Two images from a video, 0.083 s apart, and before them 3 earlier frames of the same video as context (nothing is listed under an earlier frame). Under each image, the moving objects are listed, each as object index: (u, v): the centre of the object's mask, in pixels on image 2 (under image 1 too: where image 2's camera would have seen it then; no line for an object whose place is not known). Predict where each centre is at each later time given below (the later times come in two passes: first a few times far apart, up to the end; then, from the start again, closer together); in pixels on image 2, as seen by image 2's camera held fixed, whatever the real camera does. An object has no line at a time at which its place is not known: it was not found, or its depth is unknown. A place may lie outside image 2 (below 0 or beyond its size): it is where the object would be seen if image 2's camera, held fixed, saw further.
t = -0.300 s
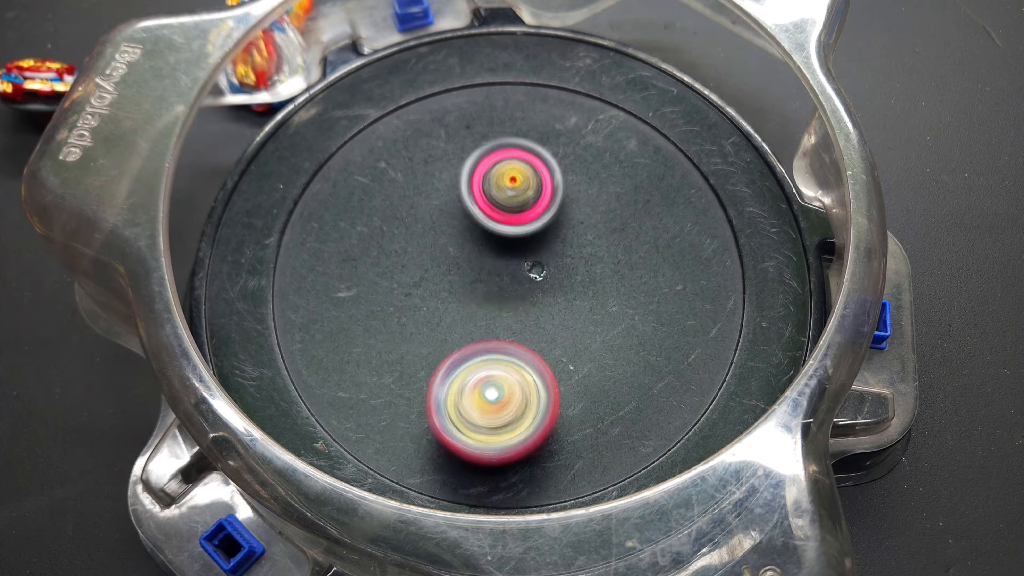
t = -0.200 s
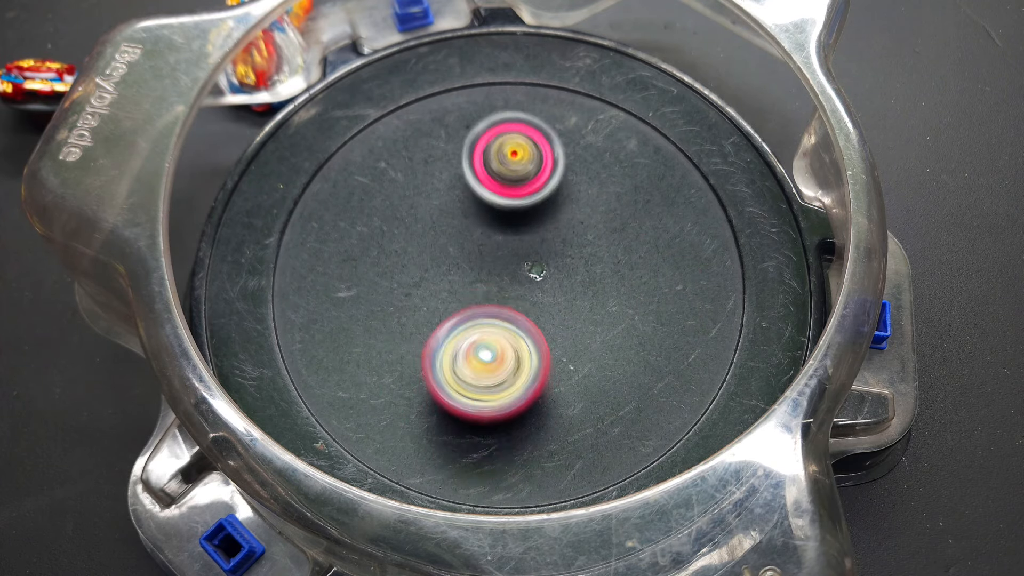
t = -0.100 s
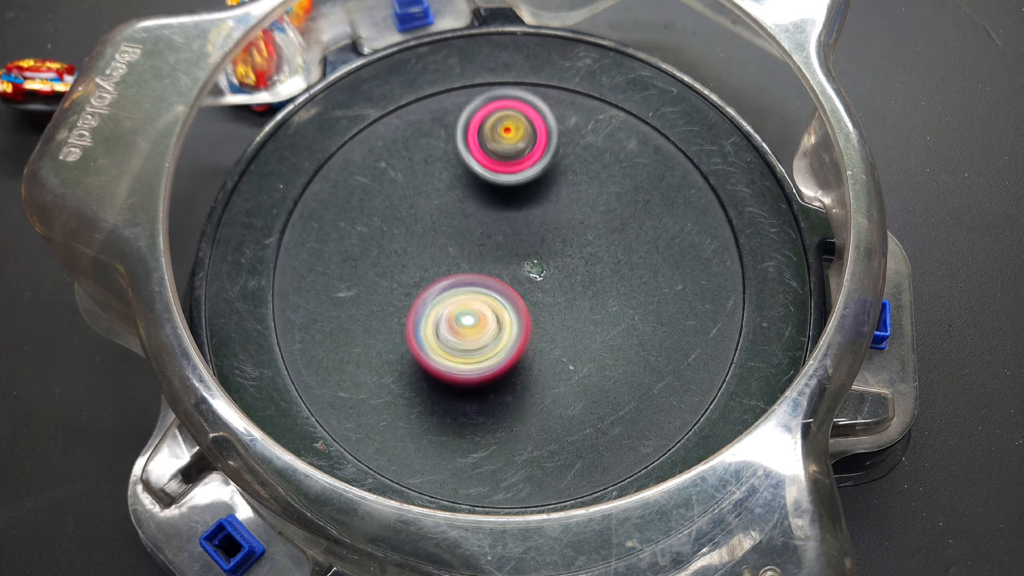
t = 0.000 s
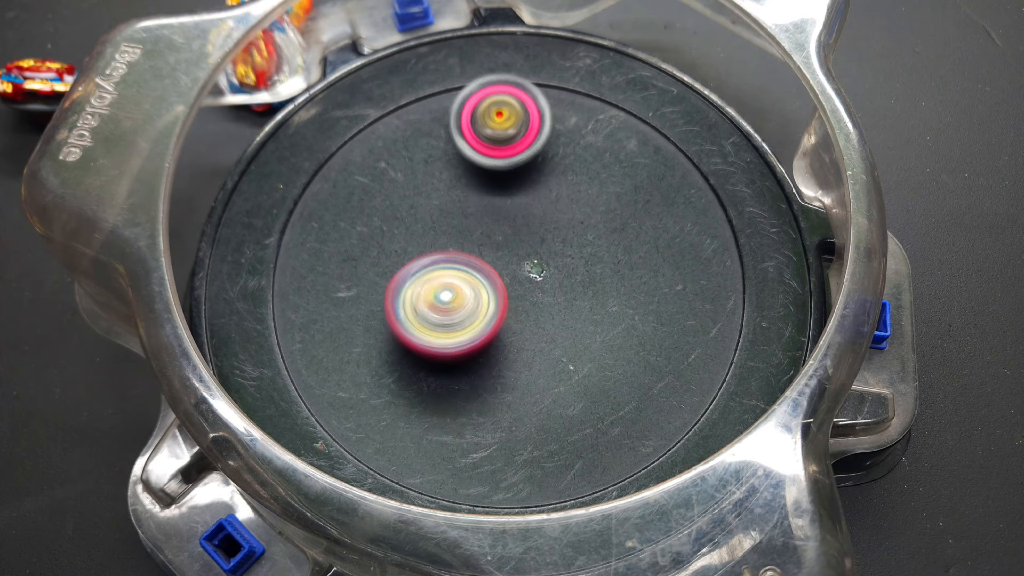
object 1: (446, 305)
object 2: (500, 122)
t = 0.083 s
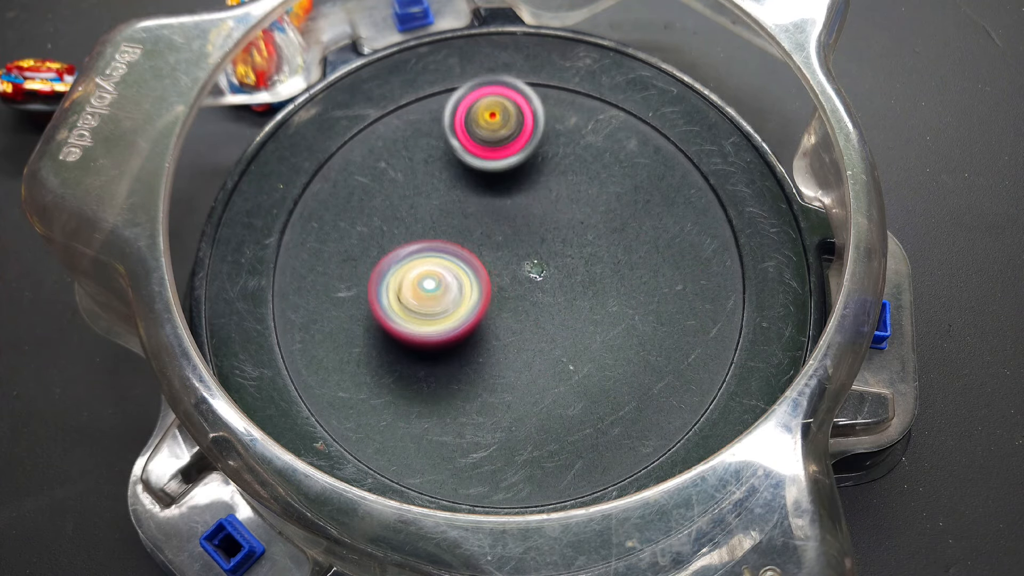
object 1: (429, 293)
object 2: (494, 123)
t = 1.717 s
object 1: (448, 232)
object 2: (453, 350)
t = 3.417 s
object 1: (569, 218)
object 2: (567, 373)
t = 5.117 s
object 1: (648, 260)
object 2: (466, 231)
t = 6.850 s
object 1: (425, 257)
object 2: (511, 350)
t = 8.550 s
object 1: (693, 284)
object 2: (567, 259)
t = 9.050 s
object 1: (651, 368)
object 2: (509, 331)
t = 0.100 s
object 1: (426, 291)
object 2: (492, 124)
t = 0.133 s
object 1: (419, 288)
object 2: (488, 130)
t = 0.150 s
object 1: (416, 286)
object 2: (487, 134)
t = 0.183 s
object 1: (407, 283)
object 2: (483, 144)
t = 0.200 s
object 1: (404, 281)
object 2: (481, 148)
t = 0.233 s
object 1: (396, 278)
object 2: (478, 160)
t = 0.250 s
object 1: (392, 277)
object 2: (476, 167)
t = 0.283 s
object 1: (383, 276)
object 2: (475, 182)
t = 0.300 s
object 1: (379, 275)
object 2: (476, 189)
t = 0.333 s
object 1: (370, 275)
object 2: (478, 205)
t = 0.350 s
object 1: (367, 275)
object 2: (479, 213)
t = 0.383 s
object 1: (361, 277)
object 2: (485, 230)
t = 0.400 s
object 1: (359, 278)
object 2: (488, 237)
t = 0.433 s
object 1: (355, 282)
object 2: (496, 252)
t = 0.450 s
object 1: (354, 284)
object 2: (500, 259)
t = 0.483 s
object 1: (353, 287)
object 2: (510, 271)
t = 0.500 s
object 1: (353, 289)
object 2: (515, 277)
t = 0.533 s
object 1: (356, 293)
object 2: (527, 286)
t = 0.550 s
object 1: (358, 296)
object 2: (533, 290)
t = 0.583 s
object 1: (363, 301)
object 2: (547, 297)
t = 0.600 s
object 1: (366, 302)
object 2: (554, 300)
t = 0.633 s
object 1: (374, 304)
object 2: (569, 303)
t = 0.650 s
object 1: (378, 305)
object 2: (575, 305)
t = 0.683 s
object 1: (389, 305)
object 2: (588, 306)
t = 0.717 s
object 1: (399, 304)
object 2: (602, 306)
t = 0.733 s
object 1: (404, 303)
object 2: (609, 305)
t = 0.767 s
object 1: (416, 298)
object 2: (620, 303)
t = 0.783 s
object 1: (422, 295)
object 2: (626, 303)
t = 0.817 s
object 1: (433, 287)
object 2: (639, 301)
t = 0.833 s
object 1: (439, 282)
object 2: (645, 299)
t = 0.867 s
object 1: (448, 272)
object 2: (654, 296)
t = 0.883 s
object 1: (452, 266)
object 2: (660, 295)
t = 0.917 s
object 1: (458, 254)
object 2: (670, 293)
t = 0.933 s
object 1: (460, 247)
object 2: (675, 291)
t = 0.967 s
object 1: (464, 235)
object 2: (681, 286)
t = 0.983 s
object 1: (465, 229)
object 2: (684, 285)
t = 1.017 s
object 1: (467, 220)
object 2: (687, 280)
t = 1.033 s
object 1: (467, 216)
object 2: (687, 277)
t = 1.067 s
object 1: (467, 208)
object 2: (683, 271)
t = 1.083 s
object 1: (465, 205)
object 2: (681, 269)
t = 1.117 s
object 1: (462, 198)
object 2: (674, 264)
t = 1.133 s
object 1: (460, 195)
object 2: (668, 261)
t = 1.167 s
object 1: (455, 190)
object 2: (656, 258)
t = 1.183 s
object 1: (452, 189)
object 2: (650, 256)
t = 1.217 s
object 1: (445, 186)
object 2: (636, 252)
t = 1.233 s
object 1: (442, 185)
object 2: (628, 251)
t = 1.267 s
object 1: (438, 184)
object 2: (611, 250)
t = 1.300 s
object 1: (435, 184)
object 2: (592, 250)
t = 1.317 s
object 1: (433, 184)
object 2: (582, 251)
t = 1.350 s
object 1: (431, 185)
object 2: (563, 254)
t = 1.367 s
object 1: (430, 186)
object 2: (553, 256)
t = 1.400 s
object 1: (427, 190)
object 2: (535, 260)
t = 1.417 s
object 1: (425, 193)
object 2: (526, 263)
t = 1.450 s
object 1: (423, 198)
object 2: (509, 271)
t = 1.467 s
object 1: (422, 200)
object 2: (503, 275)
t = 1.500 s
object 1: (420, 203)
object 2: (493, 286)
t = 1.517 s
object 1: (419, 204)
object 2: (487, 291)
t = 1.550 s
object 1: (420, 209)
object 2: (478, 302)
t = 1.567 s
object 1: (421, 211)
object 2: (474, 307)
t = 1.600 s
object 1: (424, 216)
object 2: (467, 316)
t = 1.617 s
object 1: (426, 219)
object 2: (463, 321)
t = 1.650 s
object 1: (431, 223)
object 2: (459, 331)
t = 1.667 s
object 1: (435, 226)
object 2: (458, 335)
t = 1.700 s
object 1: (443, 230)
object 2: (453, 345)
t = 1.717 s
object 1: (448, 232)
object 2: (453, 350)
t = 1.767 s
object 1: (465, 237)
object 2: (451, 363)
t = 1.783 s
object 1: (471, 237)
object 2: (450, 367)
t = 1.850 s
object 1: (494, 238)
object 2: (454, 383)
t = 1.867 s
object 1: (499, 238)
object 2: (454, 386)
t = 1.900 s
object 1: (509, 238)
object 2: (459, 393)
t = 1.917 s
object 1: (513, 237)
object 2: (462, 395)
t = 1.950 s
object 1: (519, 236)
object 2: (468, 398)
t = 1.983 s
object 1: (525, 233)
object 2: (476, 399)
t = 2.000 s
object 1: (527, 231)
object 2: (481, 397)
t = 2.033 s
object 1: (530, 227)
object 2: (487, 392)
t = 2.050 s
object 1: (532, 224)
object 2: (491, 389)
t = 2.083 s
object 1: (533, 219)
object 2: (498, 380)
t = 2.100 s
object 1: (533, 217)
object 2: (500, 375)
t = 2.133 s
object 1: (532, 211)
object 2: (505, 362)
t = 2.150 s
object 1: (531, 209)
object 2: (507, 356)
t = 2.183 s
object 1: (527, 204)
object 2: (508, 341)
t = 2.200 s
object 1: (524, 202)
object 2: (508, 335)
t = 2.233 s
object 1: (518, 198)
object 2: (507, 320)
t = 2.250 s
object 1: (514, 196)
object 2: (505, 313)
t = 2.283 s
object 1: (506, 194)
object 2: (500, 300)
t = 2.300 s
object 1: (503, 188)
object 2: (495, 301)
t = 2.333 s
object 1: (498, 163)
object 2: (482, 315)
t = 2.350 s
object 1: (495, 153)
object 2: (475, 319)
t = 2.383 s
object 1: (488, 138)
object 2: (466, 325)
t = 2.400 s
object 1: (484, 133)
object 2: (463, 326)
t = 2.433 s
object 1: (476, 125)
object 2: (456, 327)
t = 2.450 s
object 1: (472, 123)
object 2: (454, 328)
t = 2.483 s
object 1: (465, 120)
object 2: (450, 328)
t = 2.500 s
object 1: (461, 120)
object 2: (447, 329)
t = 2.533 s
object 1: (455, 123)
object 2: (445, 329)
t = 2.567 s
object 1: (449, 128)
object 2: (443, 328)
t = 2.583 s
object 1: (447, 132)
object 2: (443, 327)
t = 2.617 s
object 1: (444, 140)
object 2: (443, 325)
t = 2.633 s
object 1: (443, 146)
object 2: (443, 324)
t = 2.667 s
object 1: (441, 158)
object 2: (443, 321)
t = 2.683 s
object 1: (441, 166)
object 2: (444, 319)
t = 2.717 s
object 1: (441, 182)
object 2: (443, 313)
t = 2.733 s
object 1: (442, 191)
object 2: (443, 311)
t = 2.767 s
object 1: (447, 203)
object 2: (440, 312)
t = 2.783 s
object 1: (454, 194)
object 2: (435, 332)
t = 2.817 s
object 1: (466, 182)
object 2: (427, 364)
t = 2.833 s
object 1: (471, 178)
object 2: (425, 379)
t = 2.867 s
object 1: (480, 171)
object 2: (425, 402)
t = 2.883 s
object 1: (483, 169)
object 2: (427, 410)
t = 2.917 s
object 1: (488, 166)
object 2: (435, 426)
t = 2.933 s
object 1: (491, 166)
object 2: (441, 432)
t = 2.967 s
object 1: (495, 167)
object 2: (452, 444)
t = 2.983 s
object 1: (497, 168)
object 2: (459, 449)
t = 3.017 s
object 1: (500, 171)
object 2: (473, 455)
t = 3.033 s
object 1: (502, 174)
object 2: (481, 458)
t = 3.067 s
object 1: (505, 180)
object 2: (499, 460)
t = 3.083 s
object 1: (507, 183)
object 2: (507, 460)
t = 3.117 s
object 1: (511, 190)
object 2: (525, 459)
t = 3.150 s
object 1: (516, 197)
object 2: (541, 453)
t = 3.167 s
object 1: (519, 201)
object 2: (548, 450)
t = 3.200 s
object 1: (524, 209)
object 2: (558, 436)
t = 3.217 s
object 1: (527, 212)
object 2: (562, 430)
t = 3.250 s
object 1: (533, 220)
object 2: (568, 413)
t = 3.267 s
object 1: (536, 224)
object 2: (569, 405)
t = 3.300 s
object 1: (543, 231)
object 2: (573, 387)
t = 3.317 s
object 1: (546, 235)
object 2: (573, 378)
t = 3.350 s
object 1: (554, 242)
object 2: (574, 360)
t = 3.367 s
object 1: (558, 245)
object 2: (574, 352)
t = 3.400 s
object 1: (565, 233)
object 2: (571, 360)
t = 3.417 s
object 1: (569, 218)
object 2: (567, 373)
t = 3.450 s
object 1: (573, 190)
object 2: (560, 397)
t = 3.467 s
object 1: (574, 179)
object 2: (557, 405)
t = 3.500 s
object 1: (572, 161)
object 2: (552, 417)
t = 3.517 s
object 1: (570, 155)
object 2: (550, 420)
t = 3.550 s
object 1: (564, 146)
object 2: (547, 428)
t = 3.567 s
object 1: (560, 143)
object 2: (546, 430)
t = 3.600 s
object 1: (553, 140)
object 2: (543, 436)
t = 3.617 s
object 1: (548, 139)
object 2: (542, 438)
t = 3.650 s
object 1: (539, 142)
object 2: (538, 441)
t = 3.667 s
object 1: (535, 144)
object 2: (537, 441)
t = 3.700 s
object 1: (528, 152)
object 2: (533, 441)
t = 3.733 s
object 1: (521, 162)
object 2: (531, 439)
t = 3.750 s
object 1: (519, 166)
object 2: (527, 437)
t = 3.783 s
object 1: (514, 177)
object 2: (526, 433)
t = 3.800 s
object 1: (512, 183)
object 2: (523, 429)
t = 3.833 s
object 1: (508, 194)
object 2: (519, 422)
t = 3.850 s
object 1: (506, 200)
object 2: (517, 417)
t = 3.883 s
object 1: (504, 213)
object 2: (512, 409)
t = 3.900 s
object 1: (504, 220)
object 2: (509, 403)
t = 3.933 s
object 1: (504, 233)
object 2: (503, 392)
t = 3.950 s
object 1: (504, 239)
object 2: (500, 385)
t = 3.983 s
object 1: (504, 253)
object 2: (494, 373)
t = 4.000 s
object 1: (506, 260)
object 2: (491, 366)
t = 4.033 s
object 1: (522, 245)
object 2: (458, 393)
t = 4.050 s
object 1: (533, 231)
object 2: (438, 418)
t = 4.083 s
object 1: (552, 207)
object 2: (403, 452)
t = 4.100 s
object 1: (560, 198)
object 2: (393, 457)
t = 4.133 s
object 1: (574, 182)
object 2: (364, 491)
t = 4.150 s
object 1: (579, 175)
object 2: (365, 485)
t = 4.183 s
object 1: (584, 168)
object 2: (377, 461)
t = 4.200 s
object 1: (585, 167)
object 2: (378, 457)
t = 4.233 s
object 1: (584, 167)
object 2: (382, 450)
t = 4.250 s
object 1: (581, 168)
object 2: (384, 445)
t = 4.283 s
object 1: (575, 173)
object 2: (393, 432)
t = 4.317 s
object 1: (569, 180)
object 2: (402, 416)
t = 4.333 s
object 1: (565, 184)
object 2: (407, 408)
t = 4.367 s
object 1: (556, 195)
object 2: (416, 391)
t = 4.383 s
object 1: (552, 201)
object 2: (420, 382)
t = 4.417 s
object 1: (545, 213)
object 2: (427, 366)
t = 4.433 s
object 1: (541, 220)
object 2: (429, 358)
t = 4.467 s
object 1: (535, 235)
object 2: (434, 341)
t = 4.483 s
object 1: (533, 243)
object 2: (436, 334)
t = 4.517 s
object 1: (531, 257)
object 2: (434, 320)
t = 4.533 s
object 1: (554, 253)
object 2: (406, 324)
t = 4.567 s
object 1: (590, 246)
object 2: (357, 330)
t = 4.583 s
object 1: (608, 241)
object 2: (336, 332)
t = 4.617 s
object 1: (636, 235)
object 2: (303, 332)
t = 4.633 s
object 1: (649, 232)
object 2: (289, 331)
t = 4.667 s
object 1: (665, 225)
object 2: (282, 331)
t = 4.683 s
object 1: (673, 223)
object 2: (281, 333)
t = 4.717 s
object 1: (683, 218)
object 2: (283, 334)
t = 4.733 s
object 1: (686, 216)
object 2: (289, 335)
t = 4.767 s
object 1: (691, 214)
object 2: (303, 335)
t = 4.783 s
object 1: (692, 212)
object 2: (312, 335)
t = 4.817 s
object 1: (692, 212)
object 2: (330, 331)
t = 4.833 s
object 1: (692, 213)
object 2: (336, 329)
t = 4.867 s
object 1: (689, 214)
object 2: (357, 322)
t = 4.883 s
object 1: (687, 216)
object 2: (367, 319)
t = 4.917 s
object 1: (684, 221)
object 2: (384, 311)
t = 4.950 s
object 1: (678, 225)
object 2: (402, 300)
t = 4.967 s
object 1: (676, 229)
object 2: (412, 297)
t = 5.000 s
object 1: (670, 235)
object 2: (428, 285)
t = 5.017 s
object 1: (667, 239)
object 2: (435, 279)
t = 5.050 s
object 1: (661, 246)
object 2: (448, 265)
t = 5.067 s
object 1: (658, 249)
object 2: (452, 255)
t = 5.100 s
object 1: (651, 256)
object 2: (462, 239)
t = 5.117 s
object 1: (648, 260)
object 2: (466, 231)
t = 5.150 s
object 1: (642, 266)
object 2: (471, 212)
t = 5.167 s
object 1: (638, 269)
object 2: (474, 203)
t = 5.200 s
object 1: (633, 276)
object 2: (477, 185)
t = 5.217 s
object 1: (629, 278)
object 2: (478, 175)
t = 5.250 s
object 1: (621, 285)
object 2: (479, 158)
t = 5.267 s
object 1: (618, 288)
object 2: (478, 152)
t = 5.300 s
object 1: (610, 294)
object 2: (478, 137)
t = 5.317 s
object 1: (606, 299)
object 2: (479, 130)
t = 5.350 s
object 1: (598, 305)
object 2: (480, 118)
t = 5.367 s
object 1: (594, 307)
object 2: (479, 113)
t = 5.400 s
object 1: (587, 314)
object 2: (482, 105)
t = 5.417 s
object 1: (584, 316)
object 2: (483, 103)
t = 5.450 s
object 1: (577, 322)
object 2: (485, 98)
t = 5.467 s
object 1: (573, 325)
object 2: (487, 95)
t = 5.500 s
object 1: (567, 328)
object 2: (490, 91)
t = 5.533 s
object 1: (560, 332)
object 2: (493, 88)
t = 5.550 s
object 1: (557, 334)
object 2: (494, 86)
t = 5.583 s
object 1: (550, 337)
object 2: (499, 85)
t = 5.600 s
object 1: (547, 338)
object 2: (501, 85)
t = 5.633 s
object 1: (540, 340)
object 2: (506, 85)
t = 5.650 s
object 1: (537, 341)
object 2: (509, 84)
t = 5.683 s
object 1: (530, 342)
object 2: (515, 85)
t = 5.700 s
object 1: (526, 342)
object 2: (517, 86)
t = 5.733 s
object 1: (518, 343)
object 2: (524, 87)
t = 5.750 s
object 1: (515, 343)
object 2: (528, 89)
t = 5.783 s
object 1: (507, 344)
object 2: (535, 92)
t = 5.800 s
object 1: (503, 344)
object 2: (538, 92)
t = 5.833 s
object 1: (495, 344)
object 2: (546, 96)
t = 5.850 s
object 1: (491, 345)
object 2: (549, 98)
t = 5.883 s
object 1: (484, 344)
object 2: (556, 102)
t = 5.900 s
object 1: (479, 344)
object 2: (561, 104)
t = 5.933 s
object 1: (473, 343)
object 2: (568, 109)
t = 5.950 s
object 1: (469, 342)
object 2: (571, 111)
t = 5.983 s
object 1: (461, 341)
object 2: (579, 118)
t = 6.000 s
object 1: (458, 340)
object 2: (582, 122)
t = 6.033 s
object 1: (450, 338)
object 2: (588, 130)
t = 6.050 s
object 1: (447, 337)
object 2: (592, 133)
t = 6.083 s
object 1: (441, 335)
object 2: (598, 143)
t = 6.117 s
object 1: (434, 333)
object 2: (603, 154)
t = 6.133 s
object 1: (431, 332)
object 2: (604, 161)
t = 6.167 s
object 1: (425, 330)
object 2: (607, 173)
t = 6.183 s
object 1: (422, 330)
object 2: (608, 180)
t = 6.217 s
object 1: (416, 328)
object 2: (609, 194)
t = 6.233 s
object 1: (413, 328)
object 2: (609, 200)
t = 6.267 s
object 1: (409, 326)
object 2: (609, 214)
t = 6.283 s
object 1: (406, 326)
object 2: (607, 222)
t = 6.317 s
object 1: (402, 325)
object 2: (606, 235)
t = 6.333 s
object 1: (400, 325)
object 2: (606, 242)
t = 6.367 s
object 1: (397, 325)
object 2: (603, 255)
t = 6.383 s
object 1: (396, 324)
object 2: (600, 261)
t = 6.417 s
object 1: (394, 323)
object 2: (596, 273)
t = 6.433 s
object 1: (395, 322)
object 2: (595, 279)
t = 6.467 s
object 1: (395, 320)
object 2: (591, 289)
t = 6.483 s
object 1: (396, 319)
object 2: (589, 294)
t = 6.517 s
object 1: (397, 314)
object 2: (584, 302)
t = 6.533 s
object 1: (398, 313)
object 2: (580, 307)
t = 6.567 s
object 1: (400, 308)
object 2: (575, 313)
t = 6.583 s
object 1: (401, 306)
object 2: (574, 317)
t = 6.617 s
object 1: (405, 301)
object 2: (568, 323)
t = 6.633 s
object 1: (406, 298)
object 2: (564, 326)
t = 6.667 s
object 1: (411, 292)
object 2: (557, 331)
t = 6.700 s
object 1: (414, 286)
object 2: (550, 337)
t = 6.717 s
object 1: (416, 283)
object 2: (546, 339)
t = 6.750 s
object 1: (419, 275)
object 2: (537, 343)
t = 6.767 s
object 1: (420, 273)
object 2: (533, 344)
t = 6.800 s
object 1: (422, 266)
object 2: (525, 347)
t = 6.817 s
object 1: (423, 263)
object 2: (520, 348)
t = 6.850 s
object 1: (425, 257)
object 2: (511, 350)
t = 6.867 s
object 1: (425, 254)
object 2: (507, 350)
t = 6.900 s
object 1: (427, 249)
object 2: (497, 351)
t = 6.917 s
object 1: (428, 245)
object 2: (492, 351)
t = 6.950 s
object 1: (429, 240)
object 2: (482, 350)
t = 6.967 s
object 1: (430, 237)
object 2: (479, 350)
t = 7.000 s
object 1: (431, 231)
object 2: (469, 348)
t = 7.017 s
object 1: (433, 227)
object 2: (464, 347)
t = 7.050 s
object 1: (433, 222)
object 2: (455, 344)
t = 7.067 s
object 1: (435, 219)
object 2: (452, 343)
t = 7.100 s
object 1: (435, 214)
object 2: (443, 338)
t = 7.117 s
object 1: (436, 211)
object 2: (440, 337)
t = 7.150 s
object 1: (438, 207)
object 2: (432, 332)
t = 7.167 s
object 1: (438, 206)
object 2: (428, 329)
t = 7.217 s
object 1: (440, 202)
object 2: (419, 321)
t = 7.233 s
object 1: (441, 201)
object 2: (416, 318)
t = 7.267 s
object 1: (444, 199)
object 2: (411, 311)
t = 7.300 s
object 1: (448, 199)
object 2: (406, 304)
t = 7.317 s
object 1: (449, 198)
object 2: (405, 301)
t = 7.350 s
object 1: (453, 199)
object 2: (402, 294)
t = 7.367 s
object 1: (455, 199)
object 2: (400, 290)
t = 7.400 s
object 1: (461, 199)
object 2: (397, 284)
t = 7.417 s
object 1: (466, 197)
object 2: (394, 284)
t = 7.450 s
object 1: (480, 191)
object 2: (387, 282)
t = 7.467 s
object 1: (486, 189)
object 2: (384, 281)
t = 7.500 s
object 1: (496, 184)
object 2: (380, 276)
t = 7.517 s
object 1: (501, 182)
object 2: (381, 274)
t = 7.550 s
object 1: (507, 177)
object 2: (381, 267)
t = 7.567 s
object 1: (511, 175)
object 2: (381, 264)
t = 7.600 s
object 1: (515, 171)
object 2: (385, 257)
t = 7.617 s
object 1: (518, 169)
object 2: (388, 253)
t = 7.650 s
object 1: (521, 165)
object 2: (392, 246)
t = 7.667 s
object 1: (523, 164)
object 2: (394, 244)
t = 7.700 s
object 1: (525, 161)
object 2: (401, 237)
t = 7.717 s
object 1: (527, 161)
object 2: (405, 233)
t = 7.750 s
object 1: (530, 159)
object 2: (412, 228)
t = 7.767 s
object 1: (531, 160)
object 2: (415, 226)
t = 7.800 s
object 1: (534, 160)
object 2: (423, 221)
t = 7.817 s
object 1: (535, 161)
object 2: (427, 217)
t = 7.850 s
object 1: (537, 163)
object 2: (435, 213)
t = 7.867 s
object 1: (538, 165)
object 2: (439, 212)
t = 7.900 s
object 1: (557, 165)
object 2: (429, 210)
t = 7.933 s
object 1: (578, 166)
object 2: (421, 210)
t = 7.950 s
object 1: (586, 167)
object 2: (419, 209)
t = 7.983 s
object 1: (601, 170)
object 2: (420, 209)
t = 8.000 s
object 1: (607, 170)
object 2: (422, 208)
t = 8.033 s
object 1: (618, 174)
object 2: (429, 207)
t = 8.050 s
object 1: (622, 175)
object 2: (434, 207)
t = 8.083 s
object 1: (630, 179)
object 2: (445, 207)
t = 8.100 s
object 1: (632, 180)
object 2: (449, 207)
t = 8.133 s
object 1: (638, 186)
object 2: (459, 208)
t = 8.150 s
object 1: (640, 188)
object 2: (464, 208)
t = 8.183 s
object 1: (646, 194)
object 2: (475, 210)
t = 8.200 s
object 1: (648, 198)
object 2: (480, 211)
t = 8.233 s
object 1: (654, 205)
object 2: (490, 213)
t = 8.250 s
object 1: (656, 210)
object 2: (494, 213)
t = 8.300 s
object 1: (664, 222)
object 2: (509, 218)
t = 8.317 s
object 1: (667, 226)
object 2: (513, 220)
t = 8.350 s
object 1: (671, 234)
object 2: (521, 224)
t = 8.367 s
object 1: (674, 238)
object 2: (527, 226)
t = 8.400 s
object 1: (678, 246)
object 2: (535, 231)
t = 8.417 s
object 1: (680, 249)
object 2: (539, 234)
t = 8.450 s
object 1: (683, 258)
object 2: (547, 239)
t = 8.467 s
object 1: (685, 262)
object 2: (550, 242)
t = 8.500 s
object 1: (688, 271)
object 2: (557, 248)
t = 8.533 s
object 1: (691, 279)
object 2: (564, 255)
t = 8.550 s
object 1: (693, 284)
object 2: (567, 259)
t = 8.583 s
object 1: (695, 292)
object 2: (572, 265)
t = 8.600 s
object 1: (696, 296)
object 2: (574, 269)
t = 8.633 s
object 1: (703, 306)
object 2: (574, 271)
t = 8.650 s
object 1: (707, 312)
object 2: (570, 273)
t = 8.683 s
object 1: (713, 323)
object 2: (565, 276)
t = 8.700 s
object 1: (715, 327)
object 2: (562, 277)
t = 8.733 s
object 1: (717, 334)
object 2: (558, 281)
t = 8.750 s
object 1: (717, 337)
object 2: (557, 284)
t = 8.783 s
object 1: (716, 341)
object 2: (553, 290)
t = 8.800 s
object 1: (715, 344)
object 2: (551, 293)
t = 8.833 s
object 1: (711, 348)
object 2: (547, 299)
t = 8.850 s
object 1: (709, 350)
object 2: (544, 302)
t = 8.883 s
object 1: (701, 353)
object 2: (539, 308)
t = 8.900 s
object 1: (698, 355)
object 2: (537, 311)
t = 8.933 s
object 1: (689, 358)
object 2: (531, 316)
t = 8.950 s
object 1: (684, 360)
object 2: (529, 319)
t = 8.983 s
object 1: (674, 362)
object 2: (522, 324)
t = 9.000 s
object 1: (668, 363)
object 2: (518, 326)
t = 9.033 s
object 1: (657, 367)
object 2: (512, 330)
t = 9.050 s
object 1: (651, 368)
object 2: (509, 331)
